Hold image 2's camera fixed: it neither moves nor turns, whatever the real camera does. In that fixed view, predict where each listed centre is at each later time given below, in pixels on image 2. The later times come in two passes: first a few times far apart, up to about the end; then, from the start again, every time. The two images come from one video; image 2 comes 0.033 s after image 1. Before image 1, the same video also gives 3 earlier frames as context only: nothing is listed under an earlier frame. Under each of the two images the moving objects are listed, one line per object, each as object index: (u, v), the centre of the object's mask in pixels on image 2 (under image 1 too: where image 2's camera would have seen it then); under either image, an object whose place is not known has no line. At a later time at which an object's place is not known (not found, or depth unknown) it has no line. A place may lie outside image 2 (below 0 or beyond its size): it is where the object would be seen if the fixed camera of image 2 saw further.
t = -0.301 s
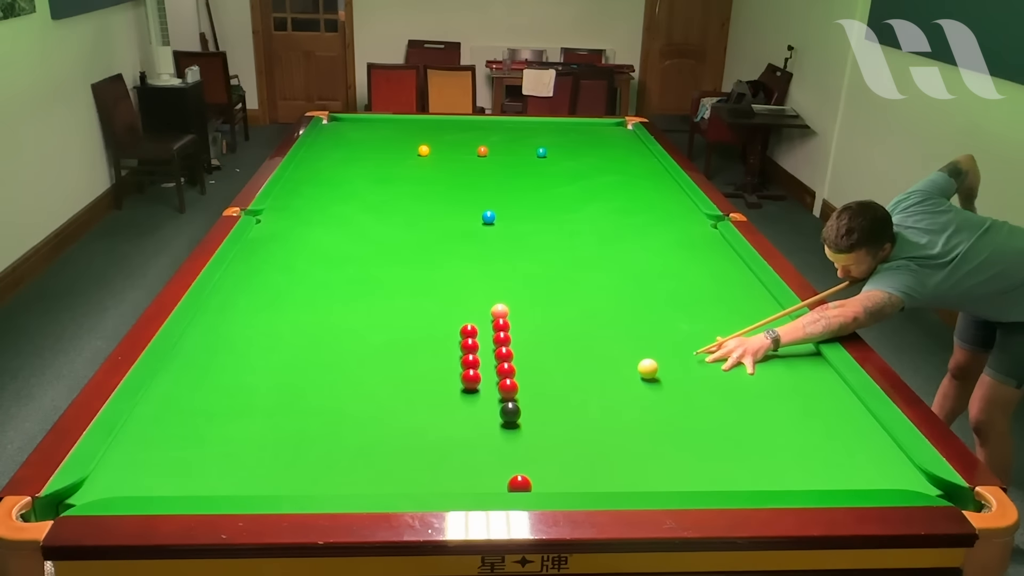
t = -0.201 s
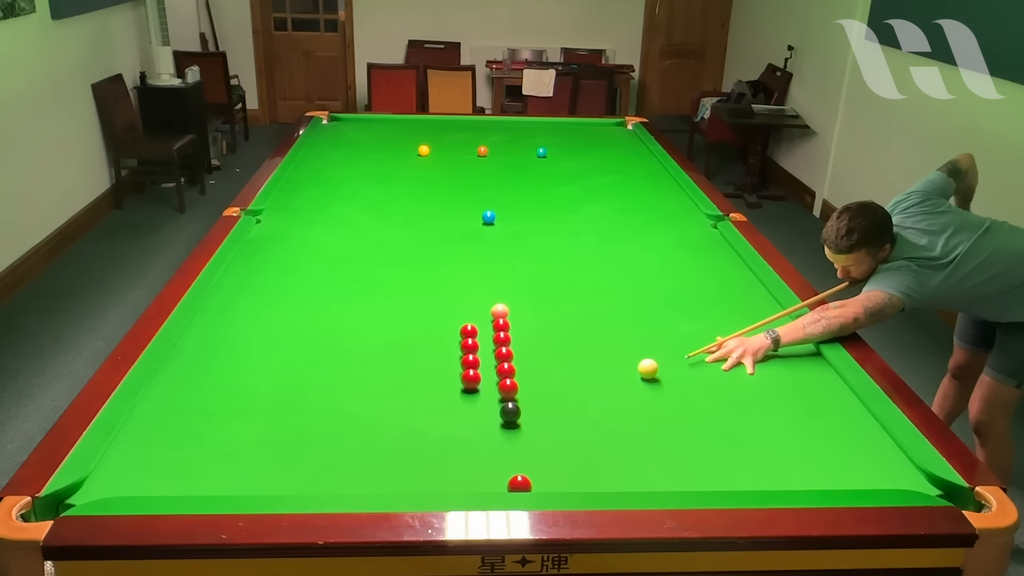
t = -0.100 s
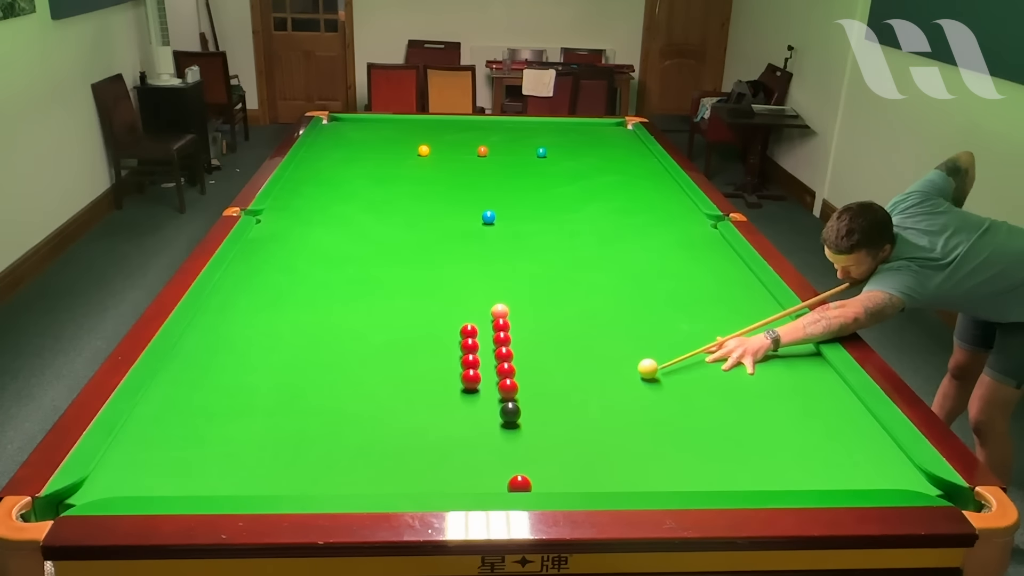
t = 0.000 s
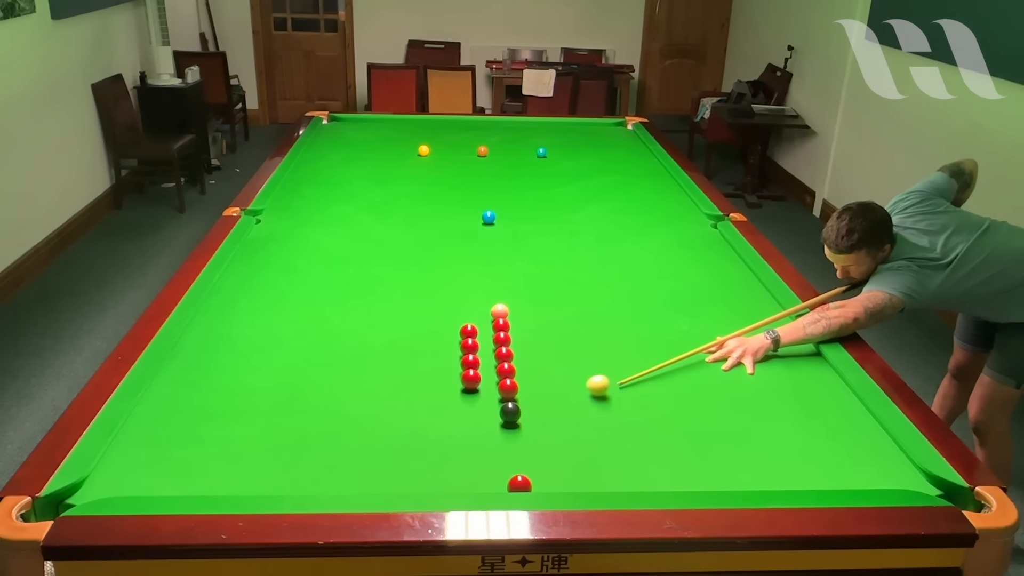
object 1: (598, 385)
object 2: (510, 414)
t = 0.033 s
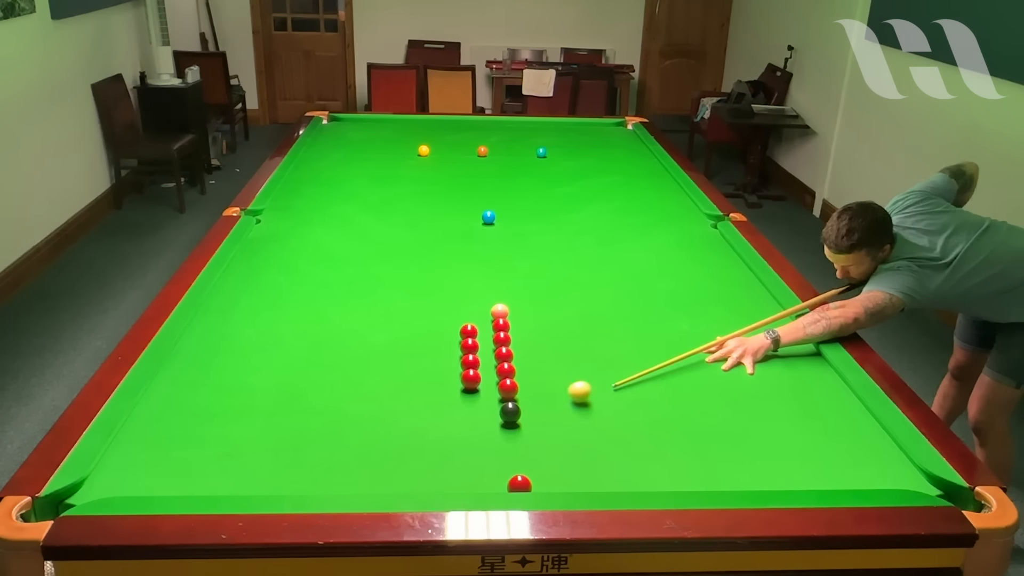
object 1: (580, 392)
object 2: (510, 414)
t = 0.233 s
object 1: (536, 413)
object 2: (449, 426)
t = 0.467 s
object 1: (549, 421)
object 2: (333, 449)
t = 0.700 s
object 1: (561, 428)
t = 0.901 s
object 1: (570, 433)
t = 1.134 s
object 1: (580, 439)
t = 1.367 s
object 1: (589, 444)
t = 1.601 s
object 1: (596, 447)
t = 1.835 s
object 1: (602, 450)
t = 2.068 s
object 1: (607, 453)
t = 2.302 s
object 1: (611, 454)
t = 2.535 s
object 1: (613, 455)
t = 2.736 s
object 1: (614, 455)
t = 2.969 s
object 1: (613, 455)
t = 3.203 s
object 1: (613, 455)
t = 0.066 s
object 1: (561, 398)
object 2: (510, 414)
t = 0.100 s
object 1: (544, 404)
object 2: (510, 414)
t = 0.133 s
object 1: (531, 409)
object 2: (505, 414)
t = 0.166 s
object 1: (532, 411)
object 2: (486, 418)
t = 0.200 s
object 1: (534, 412)
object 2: (467, 422)
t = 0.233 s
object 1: (536, 413)
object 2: (449, 426)
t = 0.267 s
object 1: (538, 414)
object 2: (432, 429)
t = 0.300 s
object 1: (540, 416)
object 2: (415, 433)
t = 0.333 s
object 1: (541, 417)
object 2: (399, 436)
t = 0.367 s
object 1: (543, 418)
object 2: (383, 439)
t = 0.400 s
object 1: (545, 419)
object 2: (367, 441)
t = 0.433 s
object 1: (547, 420)
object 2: (350, 445)
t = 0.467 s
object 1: (549, 421)
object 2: (333, 449)
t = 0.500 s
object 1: (550, 422)
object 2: (317, 452)
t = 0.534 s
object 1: (552, 423)
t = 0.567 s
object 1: (554, 424)
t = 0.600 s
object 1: (556, 425)
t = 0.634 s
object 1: (557, 426)
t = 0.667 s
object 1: (559, 427)
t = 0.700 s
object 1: (561, 428)
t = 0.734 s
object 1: (562, 429)
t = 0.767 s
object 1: (564, 430)
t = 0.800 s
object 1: (566, 430)
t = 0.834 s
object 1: (567, 431)
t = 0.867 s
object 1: (569, 432)
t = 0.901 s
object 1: (570, 433)
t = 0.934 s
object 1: (572, 434)
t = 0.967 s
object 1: (573, 435)
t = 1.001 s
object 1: (575, 435)
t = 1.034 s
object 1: (576, 436)
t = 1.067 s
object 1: (577, 437)
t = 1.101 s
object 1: (579, 438)
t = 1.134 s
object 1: (580, 439)
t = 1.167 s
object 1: (582, 439)
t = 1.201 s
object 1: (583, 440)
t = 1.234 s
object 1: (584, 441)
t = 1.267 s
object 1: (585, 441)
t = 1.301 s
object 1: (587, 442)
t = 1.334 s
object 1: (588, 443)
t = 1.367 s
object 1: (589, 444)
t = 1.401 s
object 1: (590, 444)
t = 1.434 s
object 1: (591, 445)
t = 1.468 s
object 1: (592, 445)
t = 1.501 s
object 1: (593, 446)
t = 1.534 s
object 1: (594, 446)
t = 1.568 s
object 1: (595, 446)
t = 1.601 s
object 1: (596, 447)
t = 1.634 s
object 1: (597, 448)
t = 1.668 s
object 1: (598, 448)
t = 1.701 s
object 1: (599, 448)
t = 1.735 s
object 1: (600, 449)
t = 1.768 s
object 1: (601, 450)
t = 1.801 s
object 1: (602, 450)
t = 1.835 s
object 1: (602, 450)
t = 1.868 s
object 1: (603, 451)
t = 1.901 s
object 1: (604, 451)
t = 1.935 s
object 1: (605, 451)
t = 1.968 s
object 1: (606, 452)
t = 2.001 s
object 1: (606, 452)
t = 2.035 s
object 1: (607, 452)
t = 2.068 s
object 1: (607, 453)
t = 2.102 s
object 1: (608, 453)
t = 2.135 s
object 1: (609, 453)
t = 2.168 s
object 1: (609, 453)
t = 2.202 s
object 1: (610, 453)
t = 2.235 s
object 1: (610, 454)
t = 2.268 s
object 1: (611, 454)
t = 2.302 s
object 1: (611, 454)
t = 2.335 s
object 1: (612, 454)
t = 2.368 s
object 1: (612, 454)
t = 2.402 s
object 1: (612, 454)
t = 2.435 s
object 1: (613, 455)
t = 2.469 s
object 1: (613, 455)
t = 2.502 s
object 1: (613, 455)
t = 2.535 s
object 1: (613, 455)
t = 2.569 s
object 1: (613, 455)
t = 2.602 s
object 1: (614, 455)
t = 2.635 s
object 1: (614, 455)
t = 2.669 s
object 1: (614, 455)
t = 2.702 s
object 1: (614, 455)
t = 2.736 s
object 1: (614, 455)
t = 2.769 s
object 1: (614, 455)
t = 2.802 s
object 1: (614, 455)
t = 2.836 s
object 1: (613, 455)
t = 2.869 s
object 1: (613, 455)
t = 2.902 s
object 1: (613, 455)
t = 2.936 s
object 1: (613, 455)
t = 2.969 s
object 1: (613, 455)
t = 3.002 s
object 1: (613, 455)
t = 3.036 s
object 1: (613, 455)
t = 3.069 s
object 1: (613, 455)
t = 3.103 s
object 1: (613, 455)
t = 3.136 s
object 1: (613, 455)
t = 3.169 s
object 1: (613, 455)
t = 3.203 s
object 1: (613, 455)
